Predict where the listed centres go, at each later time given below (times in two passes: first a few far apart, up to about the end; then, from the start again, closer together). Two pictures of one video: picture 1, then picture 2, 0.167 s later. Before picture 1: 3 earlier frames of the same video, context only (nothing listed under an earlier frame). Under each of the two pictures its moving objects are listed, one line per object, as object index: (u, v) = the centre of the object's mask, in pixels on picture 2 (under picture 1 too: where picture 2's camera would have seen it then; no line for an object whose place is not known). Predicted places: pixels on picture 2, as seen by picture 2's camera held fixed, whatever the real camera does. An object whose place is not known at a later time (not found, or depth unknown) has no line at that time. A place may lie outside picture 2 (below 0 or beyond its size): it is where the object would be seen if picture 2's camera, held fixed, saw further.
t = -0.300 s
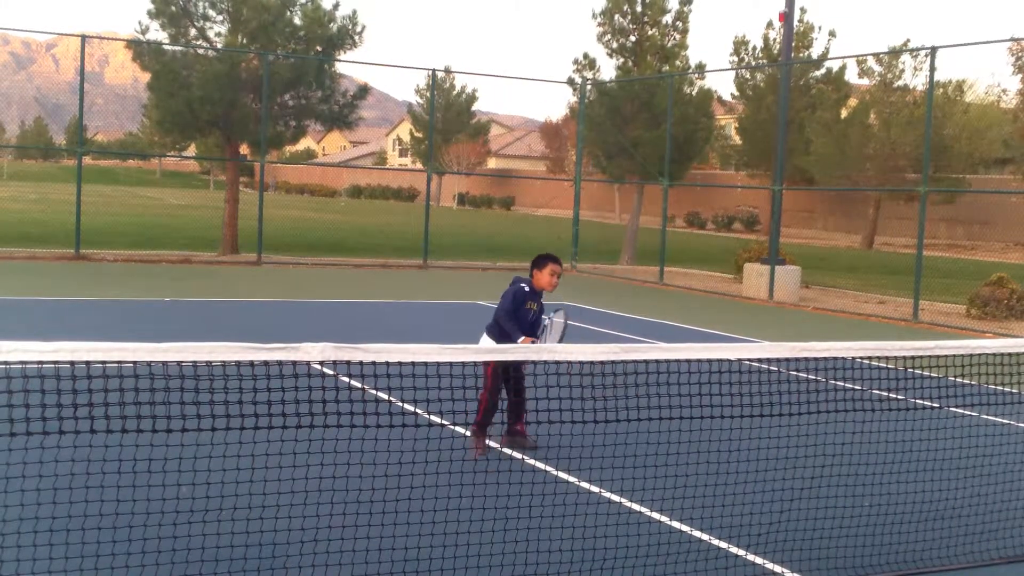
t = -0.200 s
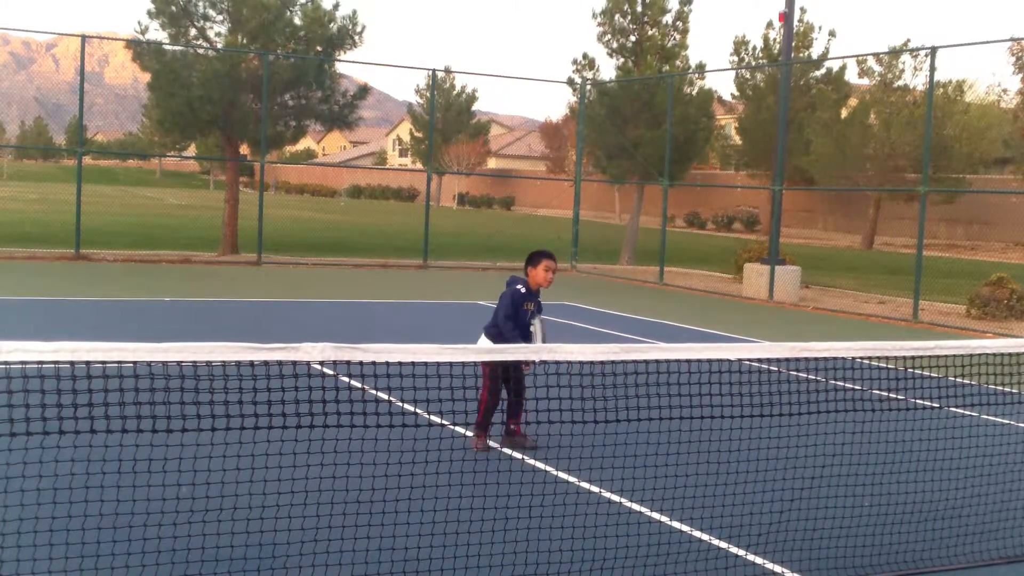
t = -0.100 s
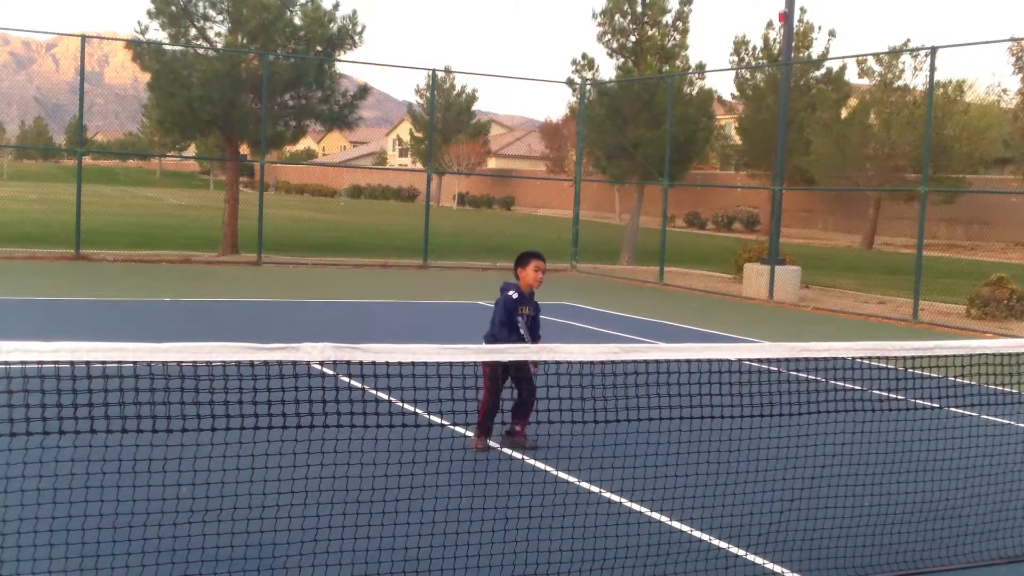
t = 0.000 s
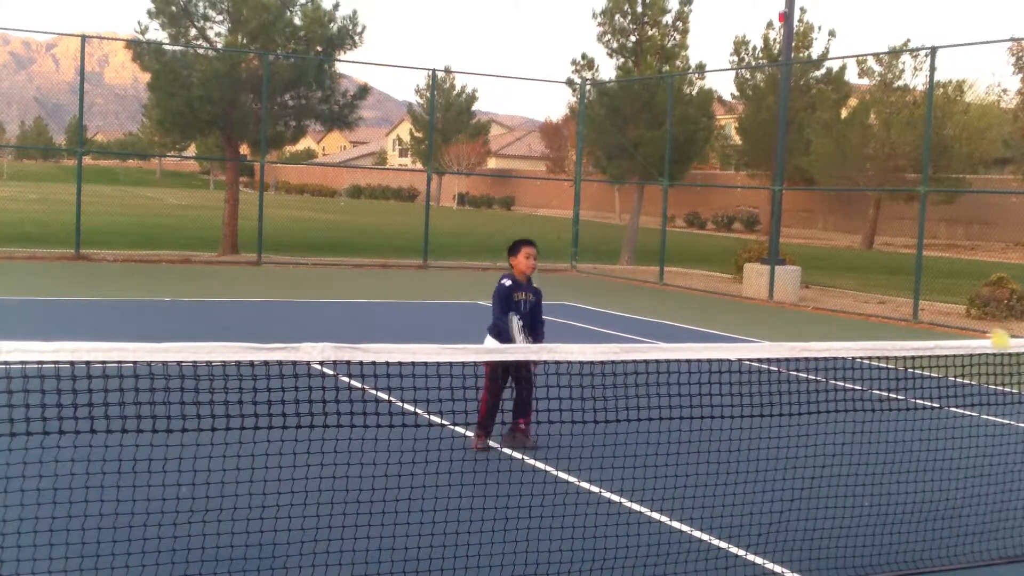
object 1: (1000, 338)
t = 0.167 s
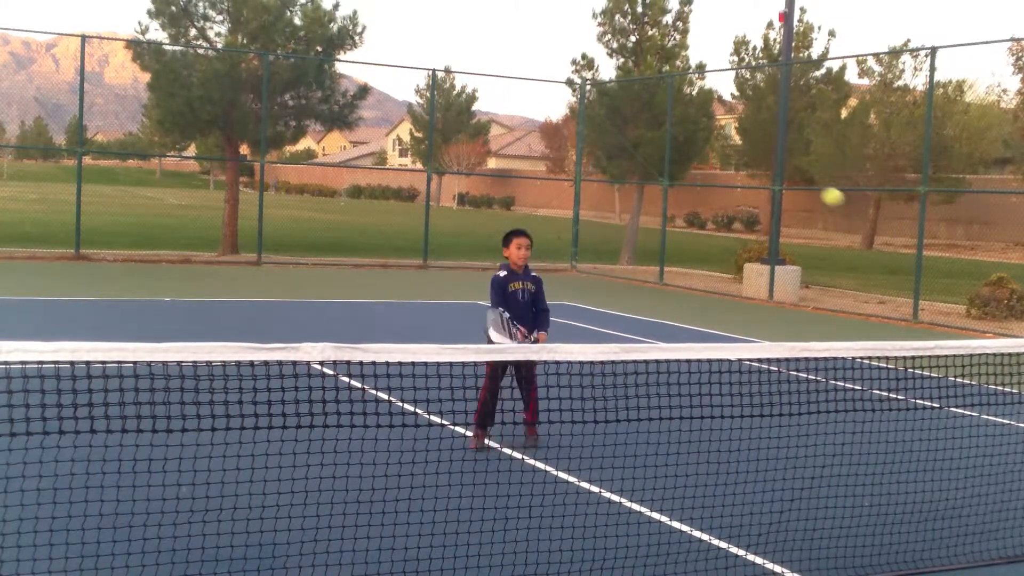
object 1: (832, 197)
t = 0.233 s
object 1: (774, 167)
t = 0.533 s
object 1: (572, 176)
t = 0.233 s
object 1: (774, 167)
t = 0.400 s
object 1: (652, 147)
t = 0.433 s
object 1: (631, 151)
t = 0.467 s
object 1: (610, 157)
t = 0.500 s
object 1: (591, 165)
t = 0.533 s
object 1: (572, 176)
